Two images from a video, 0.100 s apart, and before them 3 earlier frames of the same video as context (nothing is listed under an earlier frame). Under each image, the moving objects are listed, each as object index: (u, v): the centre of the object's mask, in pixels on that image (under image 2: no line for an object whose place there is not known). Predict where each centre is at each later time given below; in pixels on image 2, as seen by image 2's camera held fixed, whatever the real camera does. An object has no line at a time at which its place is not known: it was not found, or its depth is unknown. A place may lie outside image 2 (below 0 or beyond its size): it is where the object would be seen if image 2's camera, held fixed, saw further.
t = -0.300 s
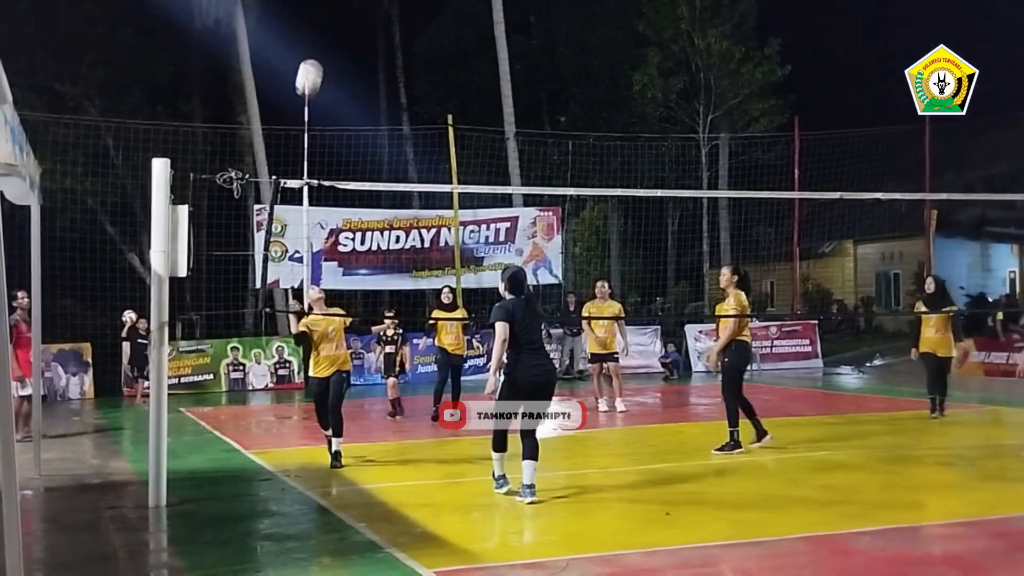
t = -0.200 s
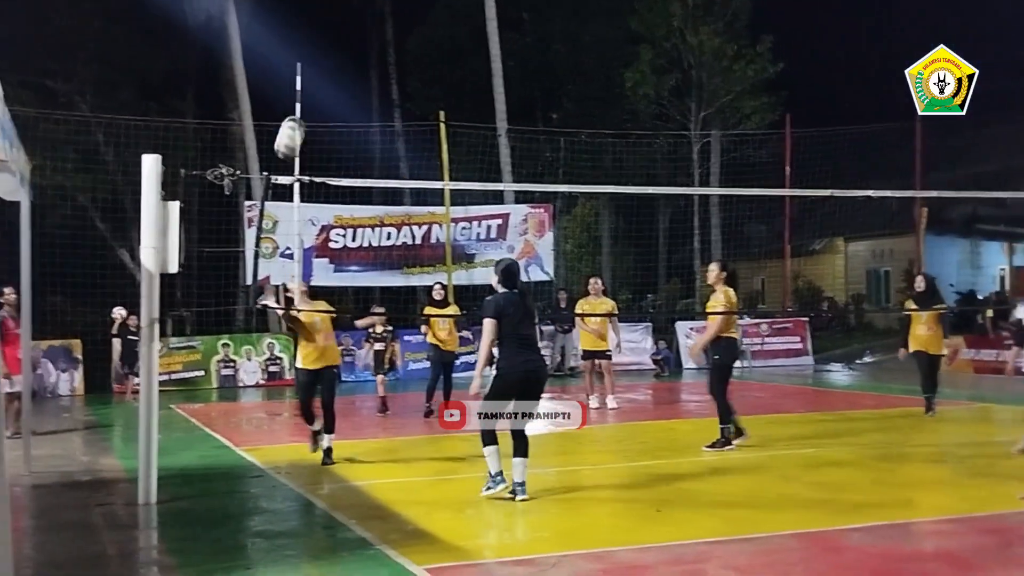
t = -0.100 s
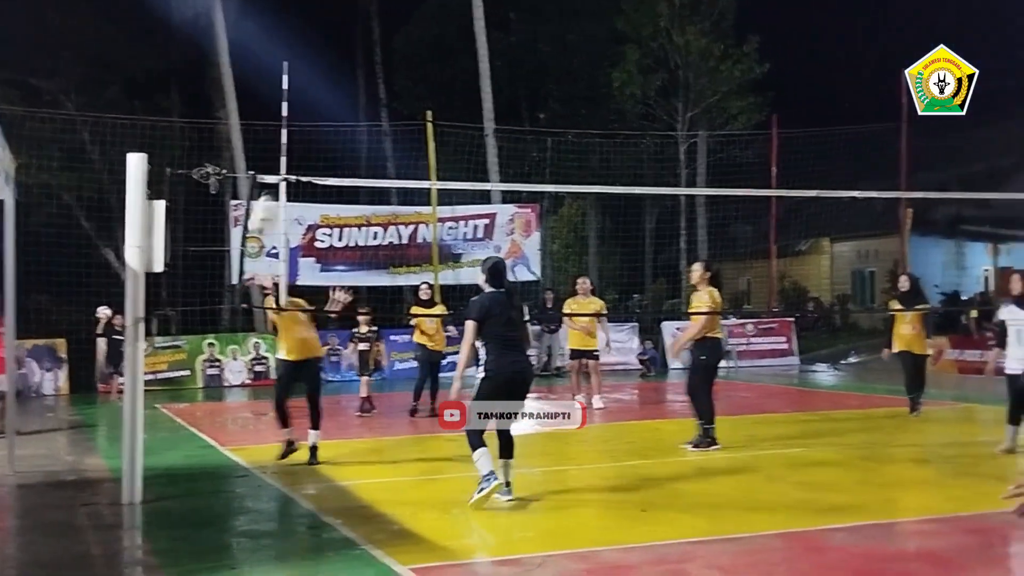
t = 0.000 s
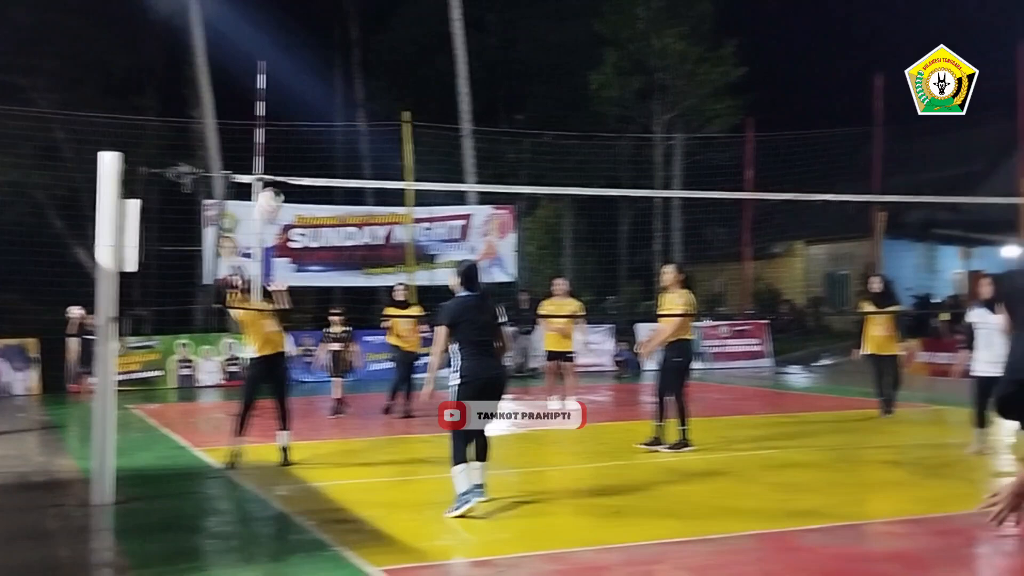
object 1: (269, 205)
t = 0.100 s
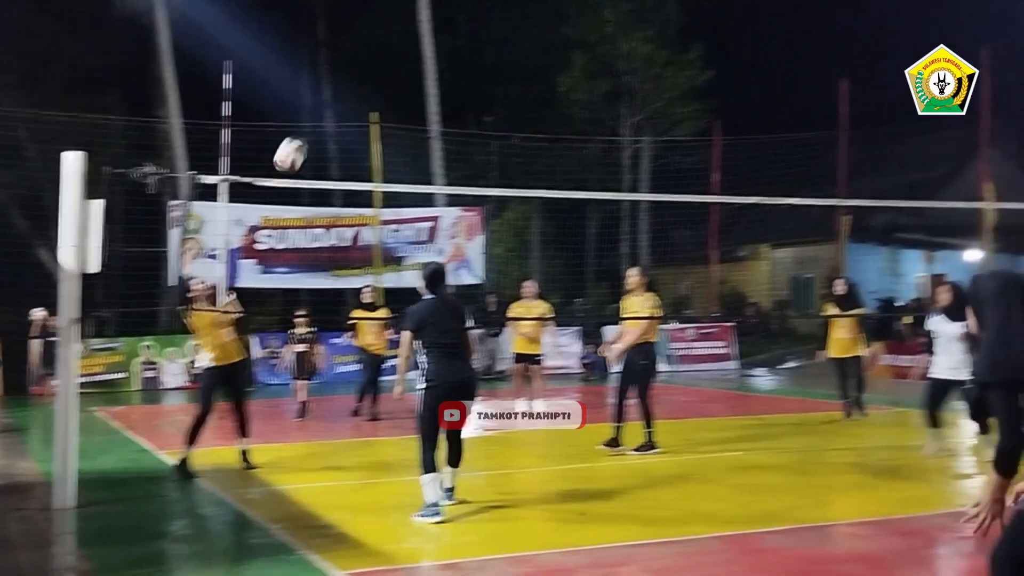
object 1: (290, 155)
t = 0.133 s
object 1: (311, 138)
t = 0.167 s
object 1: (330, 123)
